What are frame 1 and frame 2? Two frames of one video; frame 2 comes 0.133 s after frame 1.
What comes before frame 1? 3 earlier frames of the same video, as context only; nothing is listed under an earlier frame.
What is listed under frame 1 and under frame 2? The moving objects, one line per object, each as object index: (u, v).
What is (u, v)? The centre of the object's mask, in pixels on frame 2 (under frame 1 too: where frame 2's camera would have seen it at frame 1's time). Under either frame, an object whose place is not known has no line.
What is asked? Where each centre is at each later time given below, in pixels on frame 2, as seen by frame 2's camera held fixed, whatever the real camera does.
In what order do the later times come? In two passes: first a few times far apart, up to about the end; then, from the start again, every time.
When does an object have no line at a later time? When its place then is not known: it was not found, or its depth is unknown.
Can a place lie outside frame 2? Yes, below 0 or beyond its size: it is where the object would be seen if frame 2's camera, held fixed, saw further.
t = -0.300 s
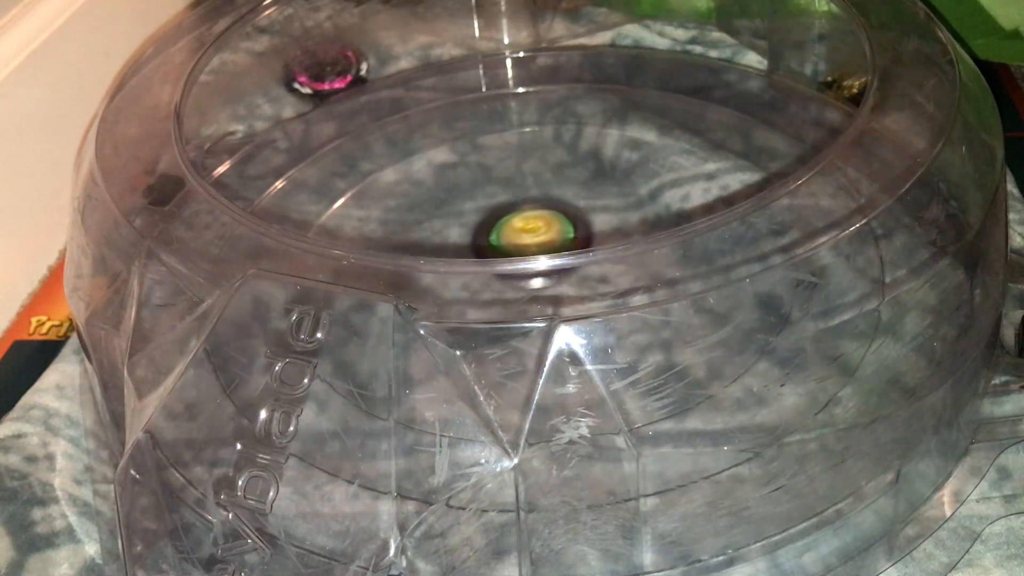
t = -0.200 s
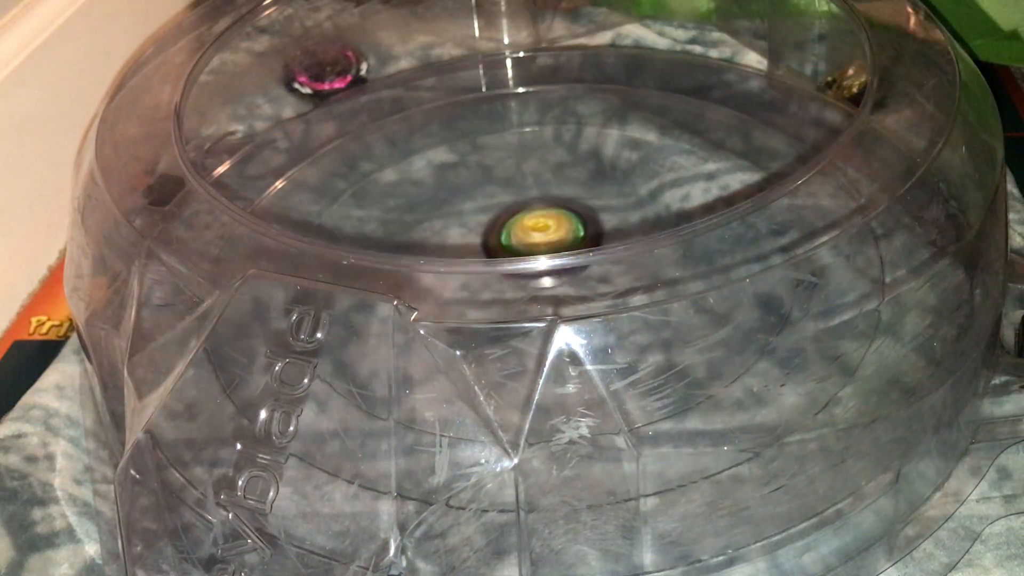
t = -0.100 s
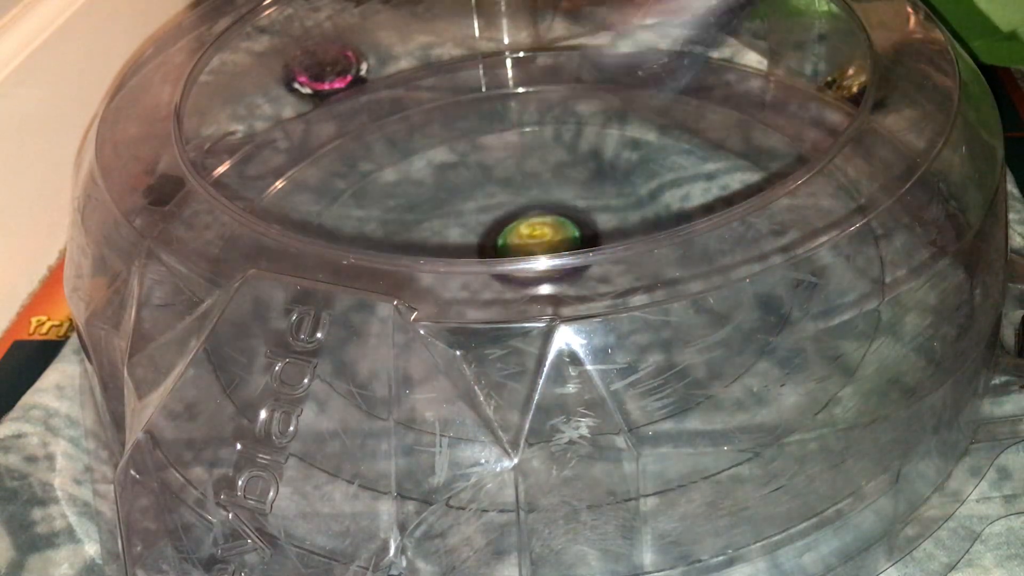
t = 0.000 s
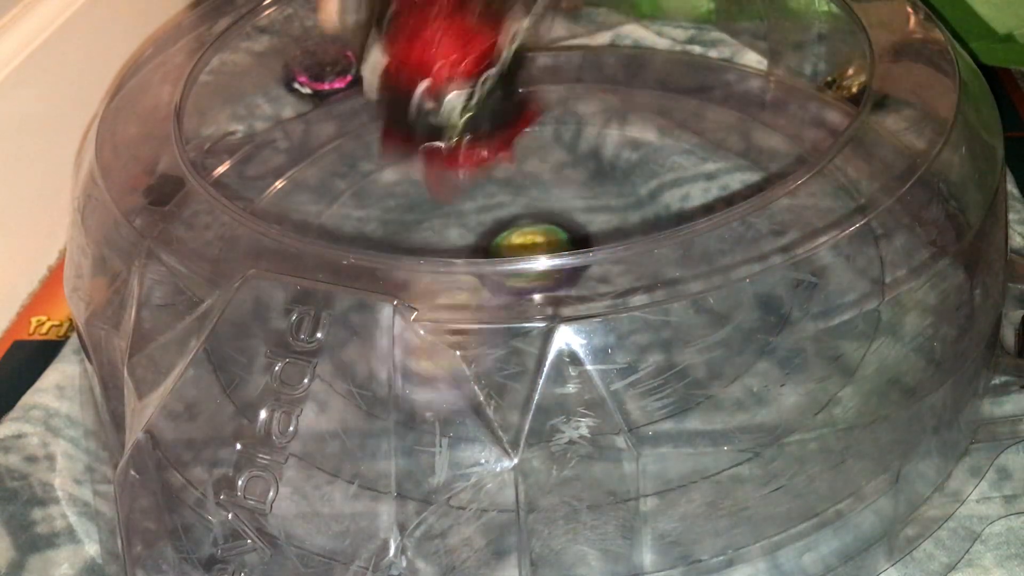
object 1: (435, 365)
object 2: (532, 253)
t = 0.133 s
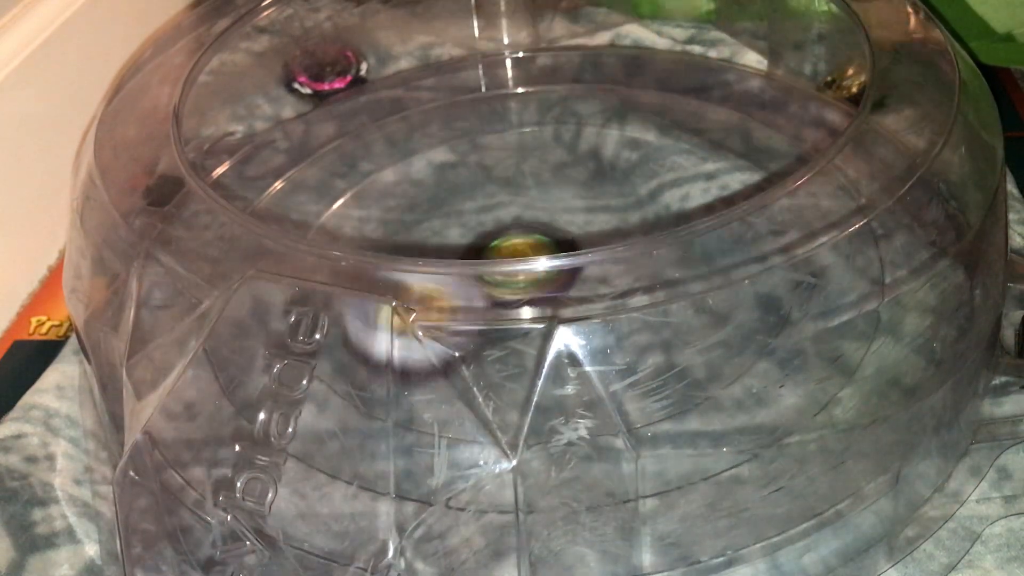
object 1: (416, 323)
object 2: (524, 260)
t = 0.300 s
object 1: (432, 304)
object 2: (526, 248)
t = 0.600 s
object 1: (509, 250)
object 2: (608, 196)
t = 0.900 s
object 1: (317, 389)
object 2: (739, 102)
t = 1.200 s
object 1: (333, 375)
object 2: (719, 98)
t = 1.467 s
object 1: (415, 411)
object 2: (679, 90)
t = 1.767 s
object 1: (590, 445)
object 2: (612, 96)
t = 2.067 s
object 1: (731, 399)
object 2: (535, 227)
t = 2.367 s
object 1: (837, 323)
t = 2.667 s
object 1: (869, 238)
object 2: (432, 212)
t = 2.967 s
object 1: (847, 167)
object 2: (539, 230)
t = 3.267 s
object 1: (787, 111)
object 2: (541, 255)
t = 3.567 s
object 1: (715, 81)
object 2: (528, 254)
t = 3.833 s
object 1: (642, 65)
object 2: (531, 254)
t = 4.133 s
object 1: (552, 61)
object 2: (538, 253)
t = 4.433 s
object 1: (456, 71)
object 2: (540, 251)
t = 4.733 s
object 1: (371, 99)
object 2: (539, 248)
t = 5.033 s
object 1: (300, 137)
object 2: (534, 246)
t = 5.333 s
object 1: (257, 179)
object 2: (530, 247)
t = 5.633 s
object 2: (526, 248)
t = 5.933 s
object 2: (526, 251)
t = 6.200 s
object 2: (527, 253)
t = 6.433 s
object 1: (419, 272)
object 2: (550, 231)
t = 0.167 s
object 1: (405, 354)
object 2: (520, 259)
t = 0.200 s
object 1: (418, 327)
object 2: (521, 259)
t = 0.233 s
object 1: (422, 321)
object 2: (522, 256)
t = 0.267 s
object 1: (429, 314)
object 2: (524, 253)
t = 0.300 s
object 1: (432, 304)
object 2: (526, 248)
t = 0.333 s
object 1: (439, 296)
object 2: (532, 233)
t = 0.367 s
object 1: (436, 276)
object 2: (539, 228)
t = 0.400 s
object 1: (438, 272)
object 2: (546, 224)
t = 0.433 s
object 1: (435, 261)
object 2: (562, 214)
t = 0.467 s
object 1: (437, 260)
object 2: (578, 204)
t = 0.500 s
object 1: (448, 258)
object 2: (589, 198)
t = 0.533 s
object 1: (464, 253)
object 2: (598, 193)
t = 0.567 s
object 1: (490, 249)
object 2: (603, 193)
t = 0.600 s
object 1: (509, 250)
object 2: (608, 196)
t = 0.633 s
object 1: (479, 309)
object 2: (638, 176)
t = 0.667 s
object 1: (470, 312)
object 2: (673, 141)
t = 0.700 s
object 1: (452, 329)
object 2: (701, 120)
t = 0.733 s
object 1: (406, 354)
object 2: (722, 107)
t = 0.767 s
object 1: (387, 365)
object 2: (738, 96)
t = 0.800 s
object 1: (374, 368)
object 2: (745, 90)
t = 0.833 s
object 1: (363, 374)
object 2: (744, 96)
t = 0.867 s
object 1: (331, 382)
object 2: (741, 100)
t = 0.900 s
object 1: (317, 389)
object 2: (739, 102)
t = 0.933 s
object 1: (298, 399)
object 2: (737, 103)
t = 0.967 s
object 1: (300, 394)
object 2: (735, 103)
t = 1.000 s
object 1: (309, 391)
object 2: (733, 103)
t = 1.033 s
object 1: (314, 385)
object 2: (732, 103)
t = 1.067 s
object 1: (319, 381)
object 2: (729, 103)
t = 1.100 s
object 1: (330, 379)
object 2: (728, 102)
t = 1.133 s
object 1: (326, 376)
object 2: (725, 100)
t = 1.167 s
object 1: (329, 375)
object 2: (722, 99)
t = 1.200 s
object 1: (333, 375)
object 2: (719, 98)
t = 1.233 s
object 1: (339, 376)
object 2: (714, 97)
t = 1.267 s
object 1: (343, 378)
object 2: (711, 95)
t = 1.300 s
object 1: (367, 384)
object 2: (707, 94)
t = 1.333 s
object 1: (371, 387)
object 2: (701, 93)
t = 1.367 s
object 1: (383, 391)
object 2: (697, 91)
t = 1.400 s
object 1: (390, 396)
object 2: (691, 91)
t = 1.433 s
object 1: (403, 403)
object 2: (686, 90)
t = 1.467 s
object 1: (415, 411)
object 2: (679, 90)
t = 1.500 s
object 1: (435, 415)
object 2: (673, 90)
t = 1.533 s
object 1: (449, 421)
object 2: (666, 89)
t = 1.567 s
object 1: (468, 425)
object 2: (659, 89)
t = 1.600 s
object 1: (484, 433)
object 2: (652, 90)
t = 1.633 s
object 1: (508, 437)
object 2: (643, 90)
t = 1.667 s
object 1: (526, 441)
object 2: (635, 91)
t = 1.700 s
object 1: (550, 446)
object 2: (628, 92)
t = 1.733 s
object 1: (572, 446)
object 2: (619, 94)
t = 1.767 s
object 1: (590, 445)
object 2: (612, 96)
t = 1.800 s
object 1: (597, 441)
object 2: (602, 107)
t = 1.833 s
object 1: (606, 436)
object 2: (593, 120)
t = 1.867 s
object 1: (618, 431)
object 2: (586, 132)
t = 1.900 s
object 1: (632, 426)
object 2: (578, 145)
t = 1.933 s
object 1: (648, 421)
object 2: (570, 163)
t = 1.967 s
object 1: (669, 417)
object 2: (562, 182)
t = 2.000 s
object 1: (689, 413)
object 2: (557, 200)
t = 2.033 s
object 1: (705, 406)
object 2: (545, 217)
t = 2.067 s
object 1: (731, 399)
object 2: (535, 227)
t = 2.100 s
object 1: (749, 392)
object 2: (529, 253)
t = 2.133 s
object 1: (765, 385)
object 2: (521, 273)
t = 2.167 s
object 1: (774, 378)
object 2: (510, 284)
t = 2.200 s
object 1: (780, 370)
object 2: (497, 292)
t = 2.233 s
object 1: (790, 361)
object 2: (482, 309)
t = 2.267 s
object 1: (802, 352)
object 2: (468, 309)
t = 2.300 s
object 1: (813, 343)
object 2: (453, 309)
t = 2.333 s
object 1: (825, 333)
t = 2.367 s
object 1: (837, 323)
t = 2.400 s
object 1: (844, 312)
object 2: (401, 275)
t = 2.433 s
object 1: (846, 305)
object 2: (396, 261)
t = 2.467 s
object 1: (851, 292)
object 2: (389, 248)
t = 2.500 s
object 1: (861, 283)
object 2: (394, 227)
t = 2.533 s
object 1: (867, 273)
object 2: (396, 221)
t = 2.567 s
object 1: (873, 262)
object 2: (402, 218)
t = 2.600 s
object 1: (878, 255)
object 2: (411, 215)
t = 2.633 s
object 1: (877, 248)
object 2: (422, 212)
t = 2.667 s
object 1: (869, 238)
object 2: (432, 212)
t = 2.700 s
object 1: (865, 227)
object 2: (445, 211)
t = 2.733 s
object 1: (866, 218)
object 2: (458, 212)
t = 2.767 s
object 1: (867, 205)
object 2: (472, 215)
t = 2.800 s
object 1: (866, 196)
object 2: (486, 218)
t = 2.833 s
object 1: (864, 193)
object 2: (500, 221)
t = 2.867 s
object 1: (860, 189)
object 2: (513, 224)
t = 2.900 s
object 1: (856, 184)
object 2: (524, 226)
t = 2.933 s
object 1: (849, 173)
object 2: (533, 228)
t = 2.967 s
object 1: (847, 167)
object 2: (539, 230)
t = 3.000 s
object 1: (837, 157)
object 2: (545, 242)
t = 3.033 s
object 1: (832, 148)
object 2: (549, 245)
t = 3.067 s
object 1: (824, 143)
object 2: (551, 248)
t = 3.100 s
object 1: (818, 140)
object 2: (552, 251)
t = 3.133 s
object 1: (810, 135)
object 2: (551, 252)
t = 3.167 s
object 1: (797, 127)
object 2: (549, 253)
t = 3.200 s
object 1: (794, 122)
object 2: (546, 255)
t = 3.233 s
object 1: (792, 117)
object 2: (545, 255)
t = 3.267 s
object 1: (787, 111)
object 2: (541, 255)
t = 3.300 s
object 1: (780, 108)
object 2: (539, 255)
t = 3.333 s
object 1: (773, 107)
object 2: (537, 255)
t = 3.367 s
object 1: (765, 104)
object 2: (534, 256)
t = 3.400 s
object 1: (757, 100)
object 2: (533, 255)
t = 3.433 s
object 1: (749, 96)
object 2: (531, 256)
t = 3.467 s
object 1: (739, 90)
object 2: (530, 255)
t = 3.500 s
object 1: (731, 85)
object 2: (529, 255)
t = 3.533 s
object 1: (723, 82)
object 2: (528, 255)
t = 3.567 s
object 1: (715, 81)
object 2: (528, 254)
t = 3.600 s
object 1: (706, 80)
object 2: (528, 254)
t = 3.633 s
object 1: (697, 78)
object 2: (528, 254)
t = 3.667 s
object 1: (689, 75)
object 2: (528, 254)
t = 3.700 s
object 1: (679, 72)
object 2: (529, 254)
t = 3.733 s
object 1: (668, 68)
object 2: (530, 253)
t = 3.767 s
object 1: (658, 66)
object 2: (529, 254)
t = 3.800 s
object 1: (649, 66)
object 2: (530, 254)
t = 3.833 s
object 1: (642, 65)
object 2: (531, 254)
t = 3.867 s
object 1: (632, 63)
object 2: (532, 255)
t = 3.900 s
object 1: (621, 63)
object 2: (533, 255)
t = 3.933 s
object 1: (609, 63)
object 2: (534, 254)
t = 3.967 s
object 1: (597, 61)
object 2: (535, 254)
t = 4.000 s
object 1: (588, 60)
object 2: (536, 254)
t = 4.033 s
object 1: (577, 59)
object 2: (536, 254)
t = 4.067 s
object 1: (570, 59)
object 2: (537, 254)
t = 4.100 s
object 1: (562, 60)
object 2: (537, 254)
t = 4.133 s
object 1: (552, 61)
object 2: (538, 253)
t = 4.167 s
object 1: (541, 62)
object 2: (538, 254)
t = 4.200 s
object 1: (530, 64)
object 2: (539, 253)
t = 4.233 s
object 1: (517, 63)
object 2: (539, 253)
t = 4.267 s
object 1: (506, 64)
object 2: (539, 253)
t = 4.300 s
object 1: (495, 64)
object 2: (539, 252)
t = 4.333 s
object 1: (487, 66)
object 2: (540, 252)
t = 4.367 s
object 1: (477, 69)
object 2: (540, 252)
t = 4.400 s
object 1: (468, 70)
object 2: (540, 252)
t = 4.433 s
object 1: (456, 71)
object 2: (540, 251)
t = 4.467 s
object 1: (446, 75)
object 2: (540, 251)
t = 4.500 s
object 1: (434, 77)
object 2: (541, 251)
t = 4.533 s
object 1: (424, 79)
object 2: (541, 250)
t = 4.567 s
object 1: (417, 83)
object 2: (541, 250)
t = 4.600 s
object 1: (408, 84)
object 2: (540, 249)
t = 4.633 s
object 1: (398, 88)
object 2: (540, 249)
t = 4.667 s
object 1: (388, 92)
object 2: (539, 248)
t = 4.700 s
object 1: (377, 96)
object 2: (539, 248)
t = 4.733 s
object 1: (371, 99)
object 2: (539, 248)
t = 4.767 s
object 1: (363, 103)
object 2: (538, 247)
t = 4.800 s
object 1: (356, 107)
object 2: (538, 247)
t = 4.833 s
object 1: (346, 110)
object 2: (537, 247)
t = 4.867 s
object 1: (336, 115)
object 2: (537, 246)
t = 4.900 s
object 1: (329, 119)
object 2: (537, 245)
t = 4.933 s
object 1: (325, 123)
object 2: (536, 246)
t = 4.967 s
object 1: (317, 128)
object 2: (536, 245)
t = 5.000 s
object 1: (309, 132)
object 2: (535, 246)
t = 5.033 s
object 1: (300, 137)
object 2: (534, 246)
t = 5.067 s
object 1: (292, 142)
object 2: (534, 246)
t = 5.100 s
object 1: (287, 148)
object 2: (533, 246)
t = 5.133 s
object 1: (281, 153)
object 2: (533, 246)
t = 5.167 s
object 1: (273, 158)
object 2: (533, 246)
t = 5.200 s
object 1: (267, 162)
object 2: (532, 246)
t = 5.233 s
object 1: (262, 168)
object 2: (532, 246)
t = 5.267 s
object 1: (259, 171)
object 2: (531, 247)
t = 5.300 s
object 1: (260, 174)
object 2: (531, 247)
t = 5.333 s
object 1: (257, 179)
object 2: (530, 247)
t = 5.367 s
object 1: (244, 189)
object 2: (530, 247)
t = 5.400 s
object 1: (239, 196)
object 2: (529, 247)
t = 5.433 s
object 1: (235, 203)
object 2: (529, 247)
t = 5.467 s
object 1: (231, 210)
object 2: (528, 247)
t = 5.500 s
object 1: (226, 217)
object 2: (527, 248)
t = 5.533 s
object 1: (223, 223)
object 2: (527, 248)
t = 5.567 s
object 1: (221, 229)
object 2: (526, 248)
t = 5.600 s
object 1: (220, 233)
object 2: (526, 248)
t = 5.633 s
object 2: (526, 248)
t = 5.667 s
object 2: (526, 249)
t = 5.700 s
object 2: (525, 249)
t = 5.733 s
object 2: (525, 249)
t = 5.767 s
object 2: (525, 250)
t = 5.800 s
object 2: (526, 250)
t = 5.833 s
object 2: (526, 250)
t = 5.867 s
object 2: (526, 251)
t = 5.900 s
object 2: (526, 251)
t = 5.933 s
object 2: (526, 251)
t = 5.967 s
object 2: (526, 252)
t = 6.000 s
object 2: (526, 252)
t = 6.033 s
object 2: (526, 252)
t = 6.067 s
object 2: (526, 253)
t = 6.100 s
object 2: (526, 253)
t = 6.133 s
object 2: (526, 253)
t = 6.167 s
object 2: (527, 253)
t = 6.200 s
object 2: (527, 253)
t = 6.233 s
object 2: (528, 254)
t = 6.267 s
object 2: (528, 254)
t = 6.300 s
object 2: (529, 253)
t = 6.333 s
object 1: (374, 308)
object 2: (529, 254)
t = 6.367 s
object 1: (391, 300)
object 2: (530, 254)
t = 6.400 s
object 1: (415, 278)
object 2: (531, 254)
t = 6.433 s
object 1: (419, 272)
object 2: (550, 231)
